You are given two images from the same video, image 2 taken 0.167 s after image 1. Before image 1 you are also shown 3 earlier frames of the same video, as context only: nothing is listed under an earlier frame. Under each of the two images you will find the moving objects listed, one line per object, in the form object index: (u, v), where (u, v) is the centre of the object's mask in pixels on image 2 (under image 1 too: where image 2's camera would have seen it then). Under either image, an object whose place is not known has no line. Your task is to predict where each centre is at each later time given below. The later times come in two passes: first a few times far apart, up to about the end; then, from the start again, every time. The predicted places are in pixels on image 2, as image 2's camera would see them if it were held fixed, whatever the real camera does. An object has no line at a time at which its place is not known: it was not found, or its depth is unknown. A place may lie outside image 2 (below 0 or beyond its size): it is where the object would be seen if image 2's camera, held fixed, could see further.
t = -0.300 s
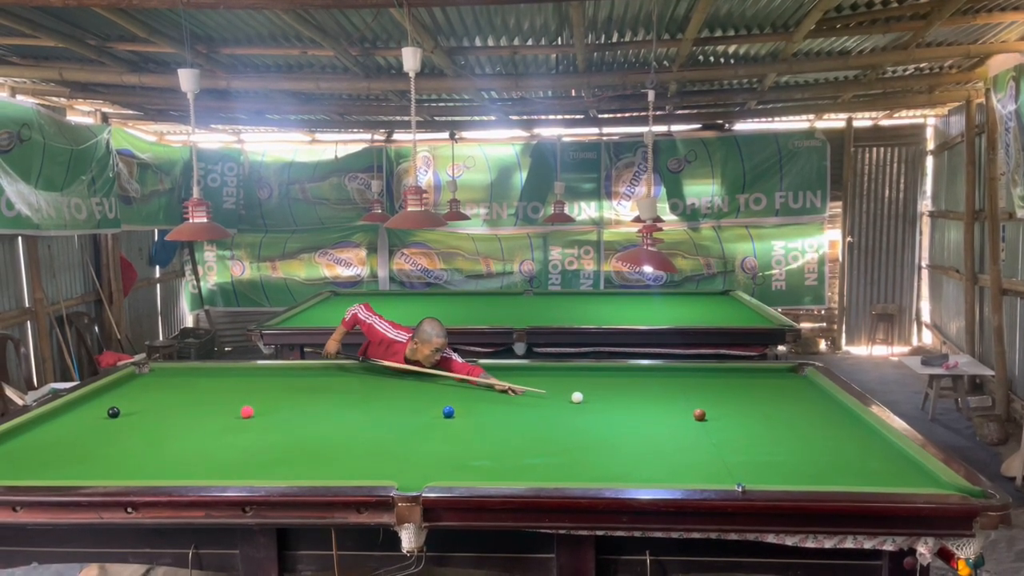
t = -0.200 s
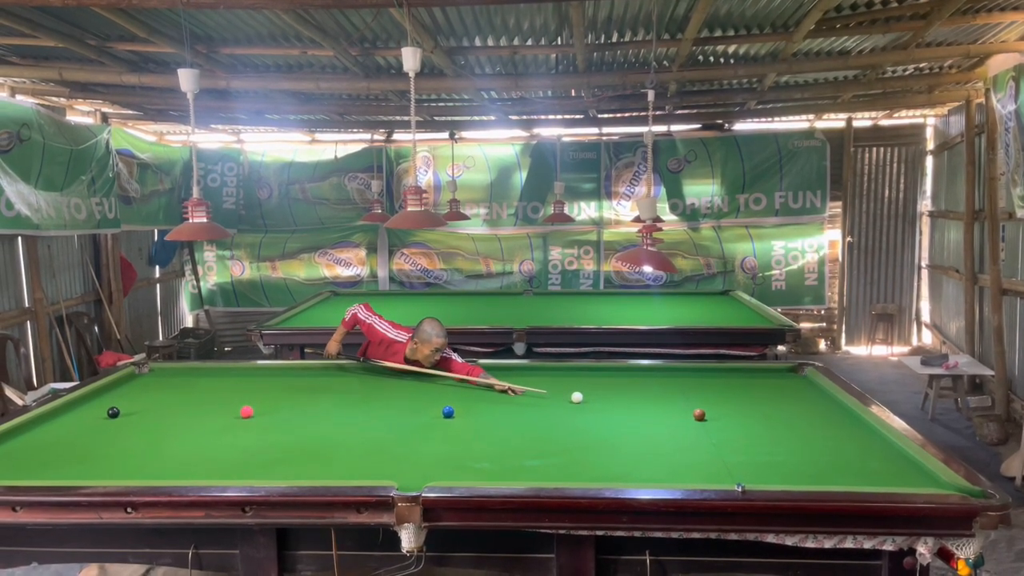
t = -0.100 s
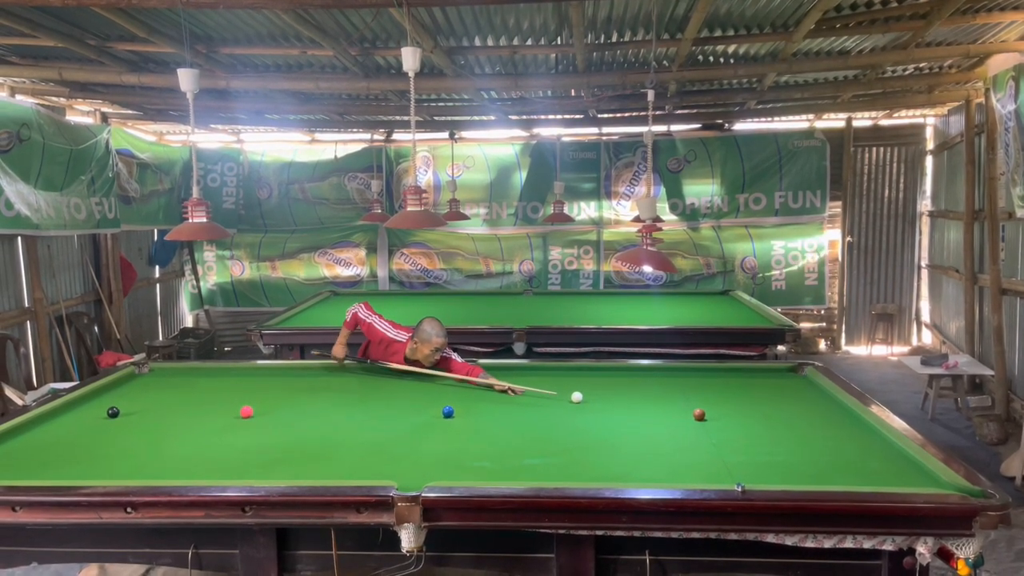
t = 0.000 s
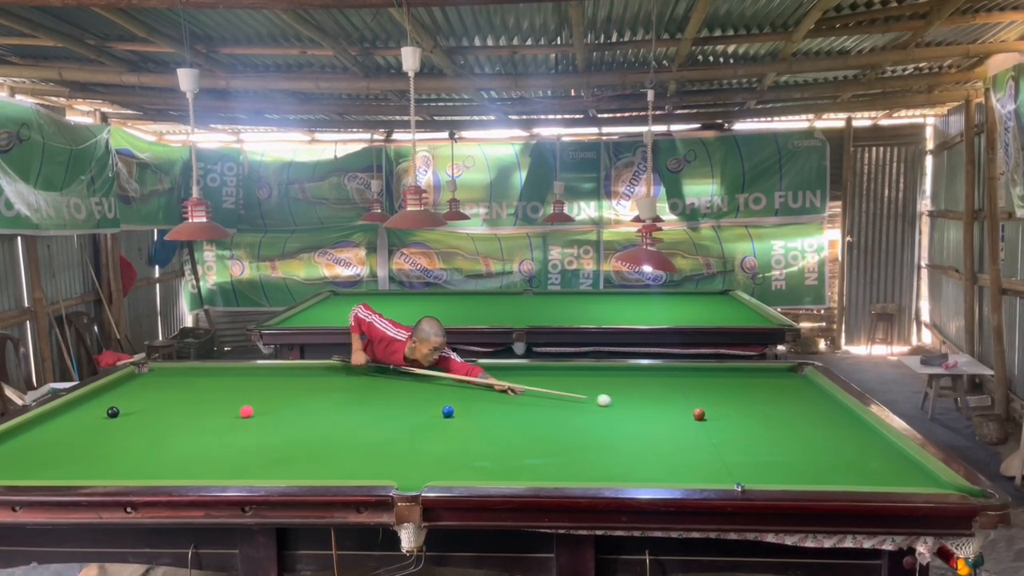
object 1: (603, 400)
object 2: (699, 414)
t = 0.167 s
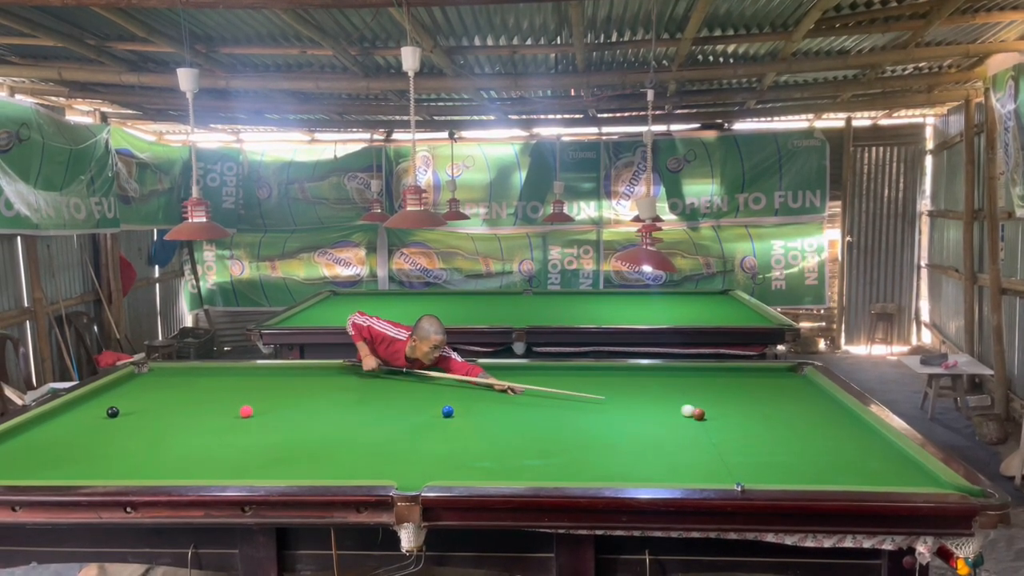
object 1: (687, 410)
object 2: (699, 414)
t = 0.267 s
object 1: (707, 409)
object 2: (726, 422)
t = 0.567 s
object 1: (777, 406)
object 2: (800, 444)
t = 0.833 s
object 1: (835, 403)
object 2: (874, 466)
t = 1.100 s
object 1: (794, 401)
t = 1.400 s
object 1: (744, 399)
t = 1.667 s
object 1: (704, 397)
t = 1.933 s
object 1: (667, 395)
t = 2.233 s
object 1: (630, 393)
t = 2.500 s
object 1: (601, 392)
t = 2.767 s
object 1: (575, 391)
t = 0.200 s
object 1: (694, 410)
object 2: (708, 417)
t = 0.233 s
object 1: (701, 409)
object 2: (717, 419)
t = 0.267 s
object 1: (707, 409)
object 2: (726, 422)
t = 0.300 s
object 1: (715, 408)
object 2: (734, 425)
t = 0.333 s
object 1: (723, 408)
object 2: (742, 427)
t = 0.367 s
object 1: (731, 408)
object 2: (750, 430)
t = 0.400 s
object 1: (739, 407)
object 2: (758, 432)
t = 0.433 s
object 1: (746, 407)
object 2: (766, 434)
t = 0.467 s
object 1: (754, 407)
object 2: (775, 437)
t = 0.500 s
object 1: (762, 406)
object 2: (783, 439)
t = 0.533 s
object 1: (770, 406)
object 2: (791, 442)
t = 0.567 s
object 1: (777, 406)
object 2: (800, 444)
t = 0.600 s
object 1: (785, 405)
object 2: (809, 446)
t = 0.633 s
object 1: (792, 405)
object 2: (818, 449)
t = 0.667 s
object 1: (799, 405)
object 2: (827, 452)
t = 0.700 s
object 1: (807, 404)
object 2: (836, 455)
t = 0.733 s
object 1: (814, 404)
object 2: (845, 458)
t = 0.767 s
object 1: (821, 404)
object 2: (855, 461)
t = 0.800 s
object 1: (828, 404)
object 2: (865, 463)
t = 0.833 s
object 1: (835, 403)
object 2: (874, 466)
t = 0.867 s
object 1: (838, 403)
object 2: (885, 469)
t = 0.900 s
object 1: (831, 403)
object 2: (894, 472)
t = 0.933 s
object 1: (825, 402)
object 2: (905, 475)
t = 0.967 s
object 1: (819, 402)
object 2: (915, 478)
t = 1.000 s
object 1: (812, 402)
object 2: (926, 480)
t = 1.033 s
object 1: (806, 402)
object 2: (936, 482)
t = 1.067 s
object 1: (800, 401)
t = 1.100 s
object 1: (794, 401)
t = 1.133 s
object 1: (788, 401)
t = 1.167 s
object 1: (782, 400)
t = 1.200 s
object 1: (777, 400)
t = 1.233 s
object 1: (771, 400)
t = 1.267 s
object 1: (766, 400)
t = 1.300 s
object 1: (760, 399)
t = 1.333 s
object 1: (755, 399)
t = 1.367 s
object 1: (749, 399)
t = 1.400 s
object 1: (744, 399)
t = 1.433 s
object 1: (738, 398)
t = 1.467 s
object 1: (734, 398)
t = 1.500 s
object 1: (728, 398)
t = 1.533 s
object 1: (723, 398)
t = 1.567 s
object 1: (718, 397)
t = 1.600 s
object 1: (713, 397)
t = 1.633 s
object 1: (708, 397)
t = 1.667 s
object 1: (704, 397)
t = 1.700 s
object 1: (699, 397)
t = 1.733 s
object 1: (694, 396)
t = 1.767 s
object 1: (690, 396)
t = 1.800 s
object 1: (685, 396)
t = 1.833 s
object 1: (681, 396)
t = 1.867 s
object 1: (676, 396)
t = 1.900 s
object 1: (672, 395)
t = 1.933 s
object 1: (667, 395)
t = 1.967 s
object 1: (663, 395)
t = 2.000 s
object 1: (659, 395)
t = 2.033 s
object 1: (655, 395)
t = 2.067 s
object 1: (651, 395)
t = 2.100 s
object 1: (646, 394)
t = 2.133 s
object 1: (642, 394)
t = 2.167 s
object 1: (639, 394)
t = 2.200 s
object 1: (635, 394)
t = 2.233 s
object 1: (630, 393)
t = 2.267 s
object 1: (627, 393)
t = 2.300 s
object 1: (623, 393)
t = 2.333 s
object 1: (619, 393)
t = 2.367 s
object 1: (616, 393)
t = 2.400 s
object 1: (612, 393)
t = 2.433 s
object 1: (608, 392)
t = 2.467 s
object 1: (605, 392)
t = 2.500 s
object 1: (601, 392)
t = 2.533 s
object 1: (598, 392)
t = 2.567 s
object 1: (594, 392)
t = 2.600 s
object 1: (591, 392)
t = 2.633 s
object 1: (588, 392)
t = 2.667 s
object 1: (585, 391)
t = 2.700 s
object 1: (582, 391)
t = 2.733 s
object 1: (578, 391)
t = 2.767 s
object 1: (575, 391)
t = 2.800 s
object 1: (572, 391)
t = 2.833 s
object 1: (569, 391)
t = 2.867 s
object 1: (566, 391)
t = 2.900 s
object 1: (563, 391)
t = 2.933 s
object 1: (560, 391)
